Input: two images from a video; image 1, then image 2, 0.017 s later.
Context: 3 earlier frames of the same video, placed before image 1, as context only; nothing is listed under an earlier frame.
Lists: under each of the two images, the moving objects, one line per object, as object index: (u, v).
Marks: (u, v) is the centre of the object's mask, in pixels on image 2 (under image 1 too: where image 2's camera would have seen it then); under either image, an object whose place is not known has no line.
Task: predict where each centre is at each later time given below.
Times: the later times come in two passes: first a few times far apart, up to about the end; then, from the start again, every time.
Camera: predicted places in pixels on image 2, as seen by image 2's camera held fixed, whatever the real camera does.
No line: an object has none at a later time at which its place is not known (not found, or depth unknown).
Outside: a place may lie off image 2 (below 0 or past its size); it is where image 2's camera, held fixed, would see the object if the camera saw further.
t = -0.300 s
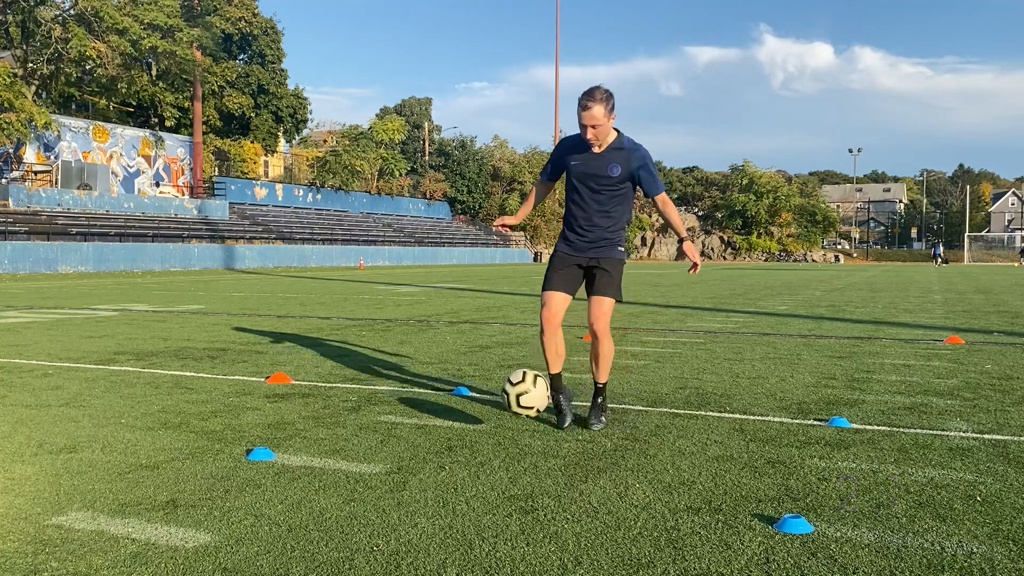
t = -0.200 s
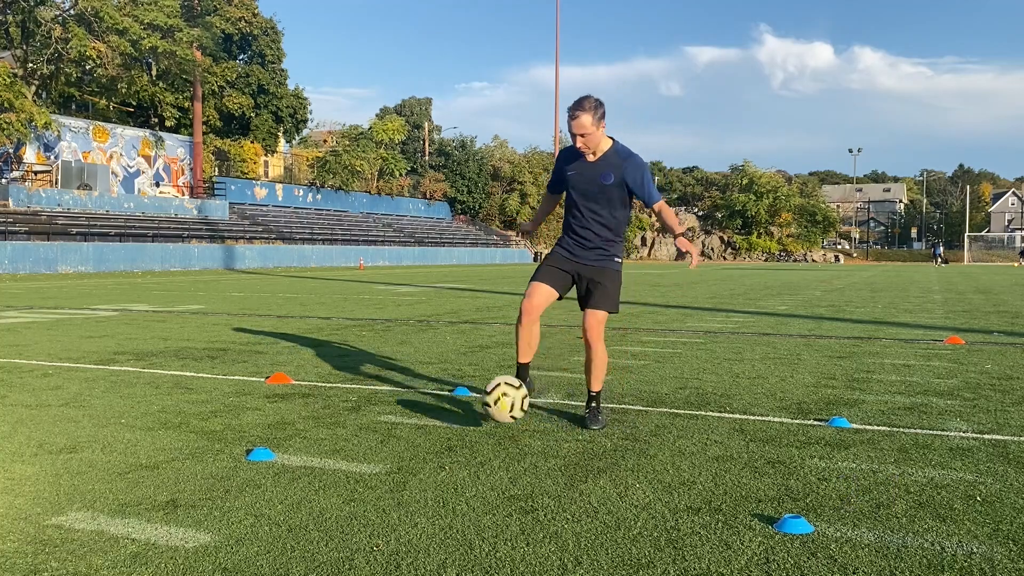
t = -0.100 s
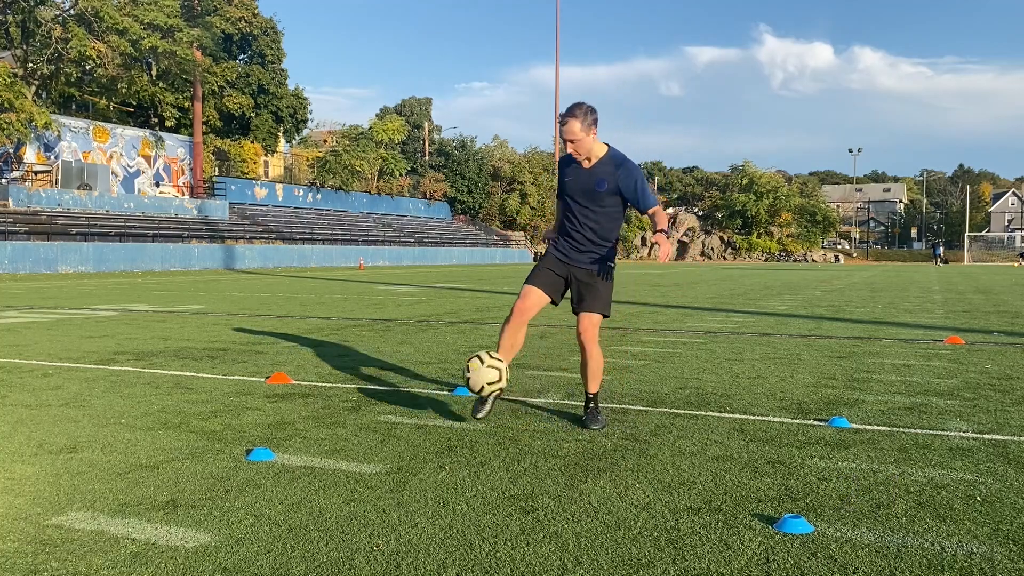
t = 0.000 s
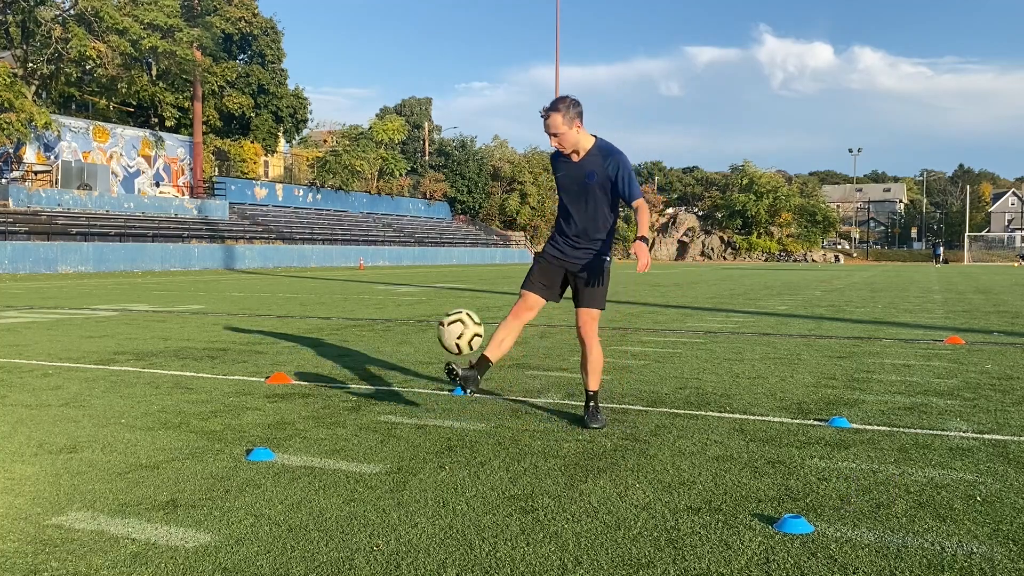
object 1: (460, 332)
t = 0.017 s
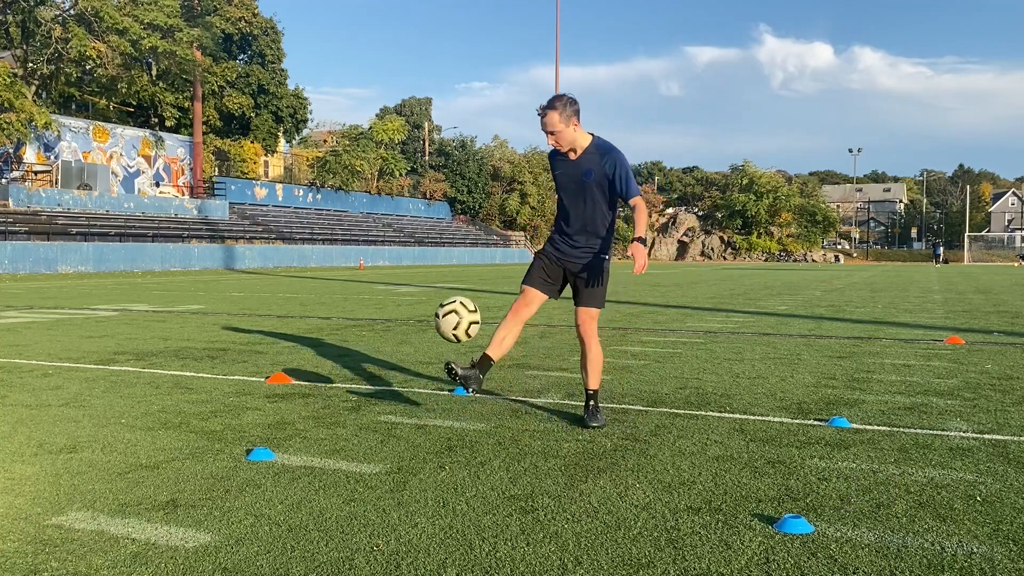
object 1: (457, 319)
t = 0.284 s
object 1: (407, 195)
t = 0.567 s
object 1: (351, 225)
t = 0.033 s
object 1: (454, 308)
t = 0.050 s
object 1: (451, 296)
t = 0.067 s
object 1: (448, 286)
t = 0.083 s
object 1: (445, 276)
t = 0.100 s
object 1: (442, 266)
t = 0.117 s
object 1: (439, 256)
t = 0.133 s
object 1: (436, 248)
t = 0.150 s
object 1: (433, 240)
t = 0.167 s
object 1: (430, 232)
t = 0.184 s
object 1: (427, 225)
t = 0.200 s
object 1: (424, 218)
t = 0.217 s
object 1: (421, 212)
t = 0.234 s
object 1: (417, 207)
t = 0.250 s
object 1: (414, 202)
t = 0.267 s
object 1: (411, 198)
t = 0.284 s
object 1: (407, 195)
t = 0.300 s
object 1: (404, 192)
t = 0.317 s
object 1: (401, 189)
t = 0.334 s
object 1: (398, 187)
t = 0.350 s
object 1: (395, 187)
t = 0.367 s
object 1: (391, 186)
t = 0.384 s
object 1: (388, 186)
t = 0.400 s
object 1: (385, 186)
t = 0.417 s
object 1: (381, 187)
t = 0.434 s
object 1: (378, 189)
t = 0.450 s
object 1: (374, 191)
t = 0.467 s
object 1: (371, 194)
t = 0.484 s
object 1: (368, 198)
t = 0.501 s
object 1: (364, 202)
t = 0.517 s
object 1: (361, 207)
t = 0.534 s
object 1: (358, 212)
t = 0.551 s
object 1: (354, 218)
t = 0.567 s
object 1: (351, 225)
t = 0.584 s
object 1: (348, 232)
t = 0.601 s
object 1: (344, 240)
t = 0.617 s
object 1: (341, 248)
